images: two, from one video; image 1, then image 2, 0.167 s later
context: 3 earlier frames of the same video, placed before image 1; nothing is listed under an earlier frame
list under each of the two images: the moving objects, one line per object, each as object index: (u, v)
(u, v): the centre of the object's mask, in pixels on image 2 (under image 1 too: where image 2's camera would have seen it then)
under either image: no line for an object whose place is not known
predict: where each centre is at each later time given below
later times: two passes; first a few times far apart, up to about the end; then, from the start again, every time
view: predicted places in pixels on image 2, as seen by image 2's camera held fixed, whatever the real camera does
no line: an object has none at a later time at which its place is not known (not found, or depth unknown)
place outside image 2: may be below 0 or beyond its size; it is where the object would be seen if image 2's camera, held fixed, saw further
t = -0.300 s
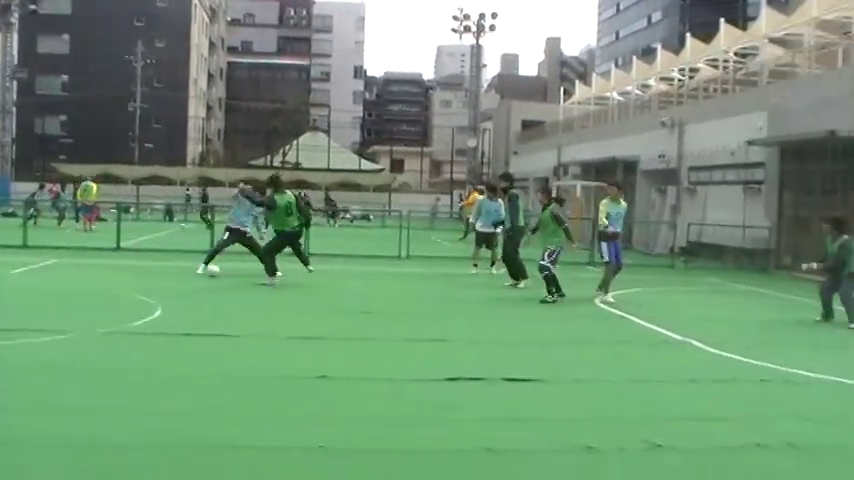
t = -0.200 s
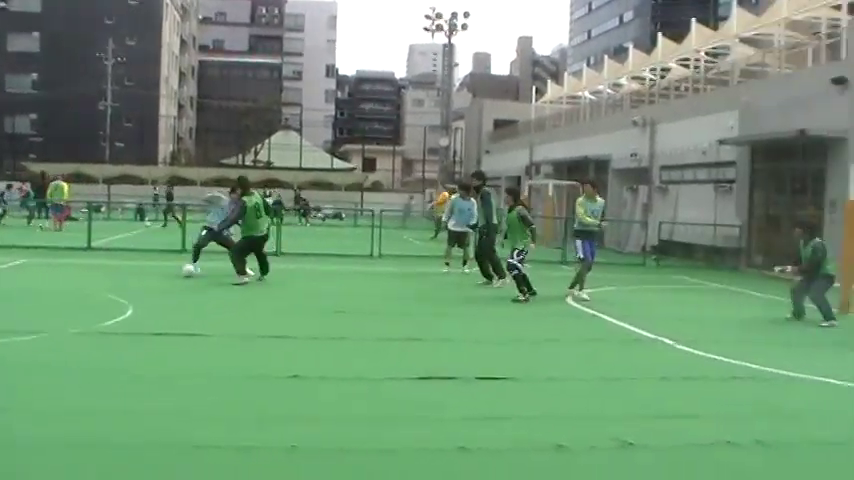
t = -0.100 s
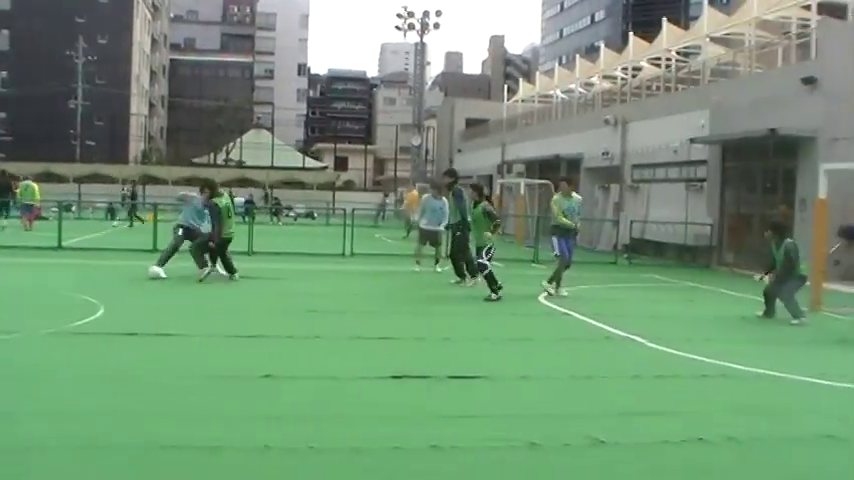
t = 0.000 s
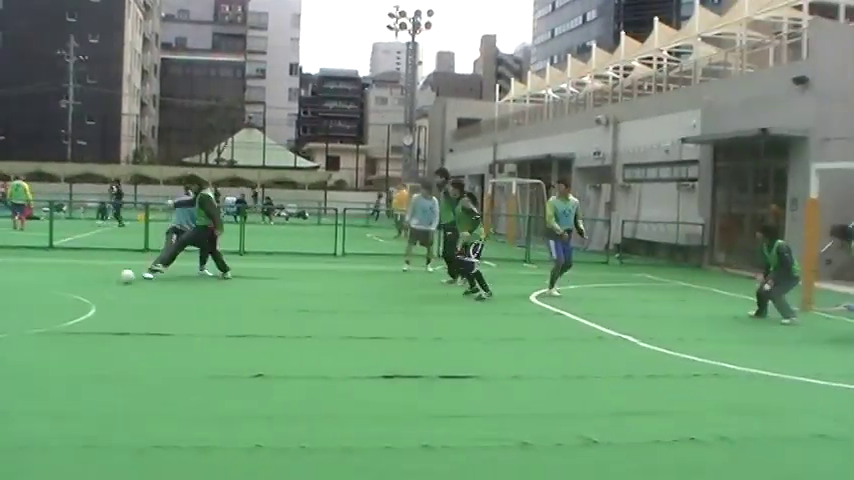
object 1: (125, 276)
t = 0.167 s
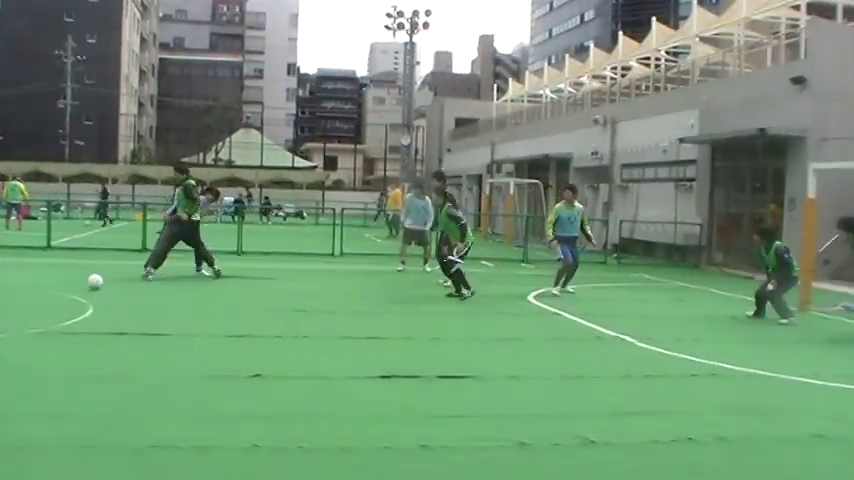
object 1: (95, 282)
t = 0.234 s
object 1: (83, 286)
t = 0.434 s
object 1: (46, 295)
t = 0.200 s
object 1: (89, 284)
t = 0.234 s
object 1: (83, 286)
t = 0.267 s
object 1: (77, 287)
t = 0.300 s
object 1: (70, 288)
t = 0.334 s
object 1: (64, 290)
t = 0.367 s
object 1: (58, 292)
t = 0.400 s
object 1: (52, 293)
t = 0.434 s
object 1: (46, 295)
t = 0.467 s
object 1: (40, 297)
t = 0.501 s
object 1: (35, 298)
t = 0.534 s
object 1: (30, 300)
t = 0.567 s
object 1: (25, 301)
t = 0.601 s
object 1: (19, 303)
